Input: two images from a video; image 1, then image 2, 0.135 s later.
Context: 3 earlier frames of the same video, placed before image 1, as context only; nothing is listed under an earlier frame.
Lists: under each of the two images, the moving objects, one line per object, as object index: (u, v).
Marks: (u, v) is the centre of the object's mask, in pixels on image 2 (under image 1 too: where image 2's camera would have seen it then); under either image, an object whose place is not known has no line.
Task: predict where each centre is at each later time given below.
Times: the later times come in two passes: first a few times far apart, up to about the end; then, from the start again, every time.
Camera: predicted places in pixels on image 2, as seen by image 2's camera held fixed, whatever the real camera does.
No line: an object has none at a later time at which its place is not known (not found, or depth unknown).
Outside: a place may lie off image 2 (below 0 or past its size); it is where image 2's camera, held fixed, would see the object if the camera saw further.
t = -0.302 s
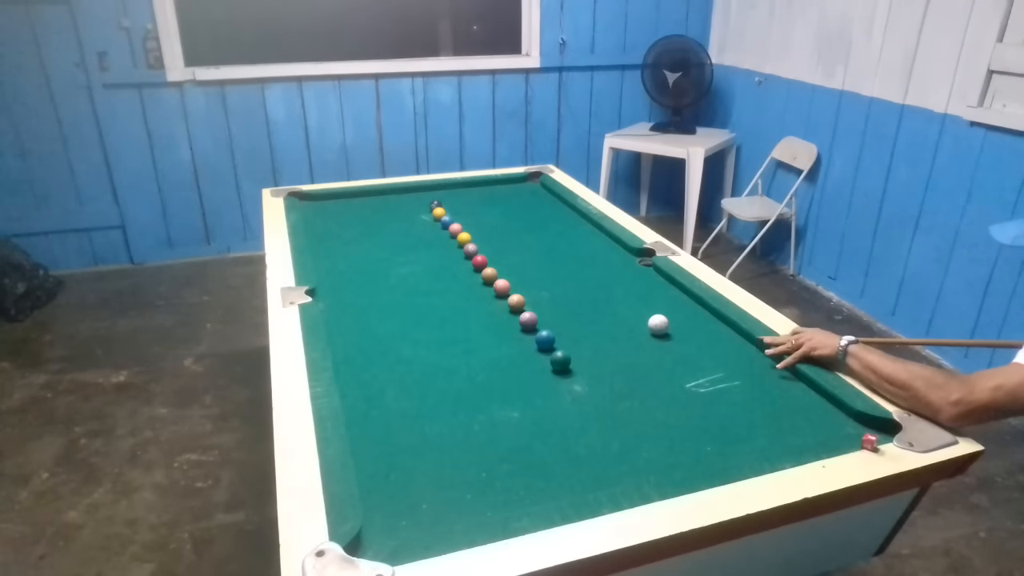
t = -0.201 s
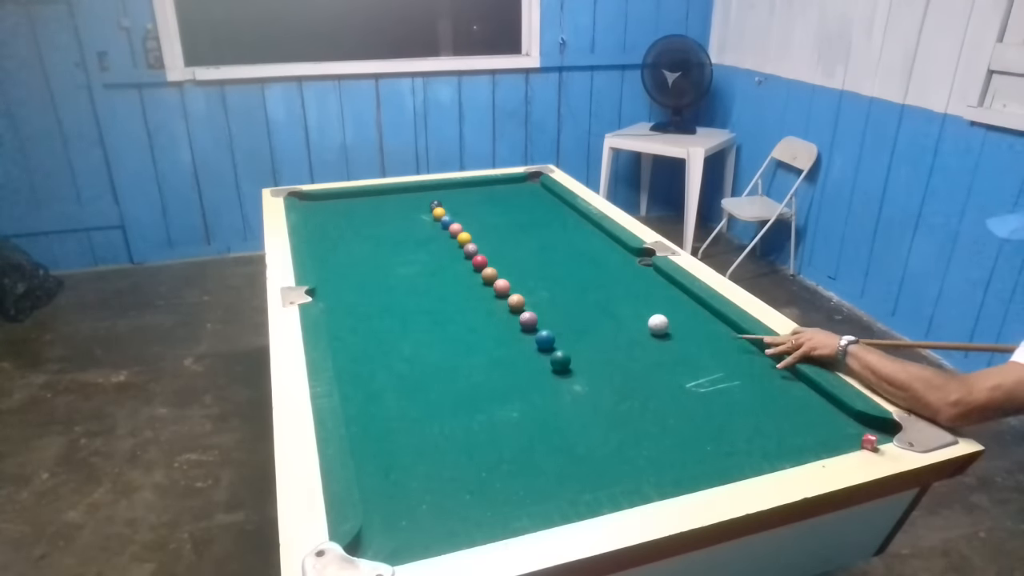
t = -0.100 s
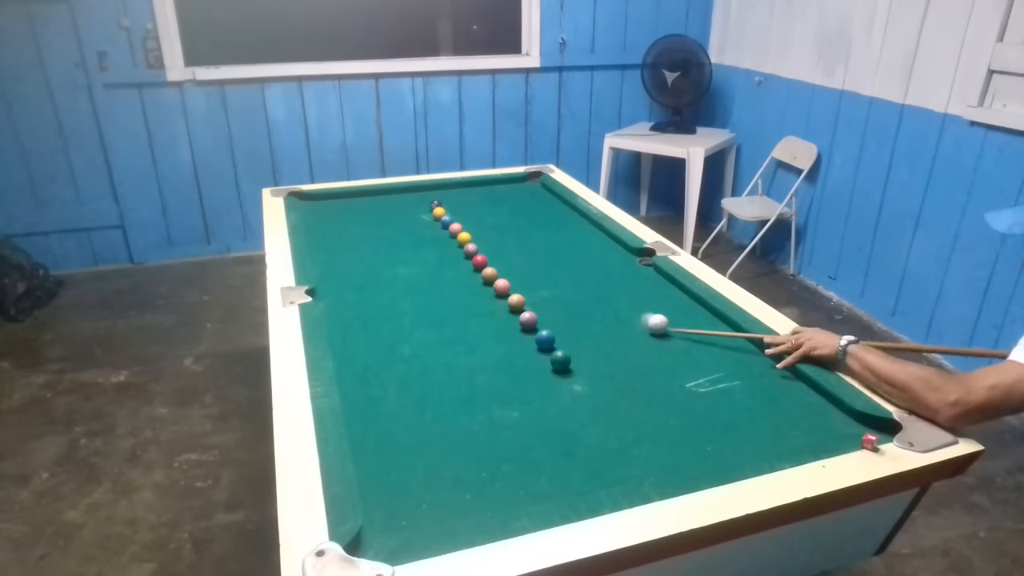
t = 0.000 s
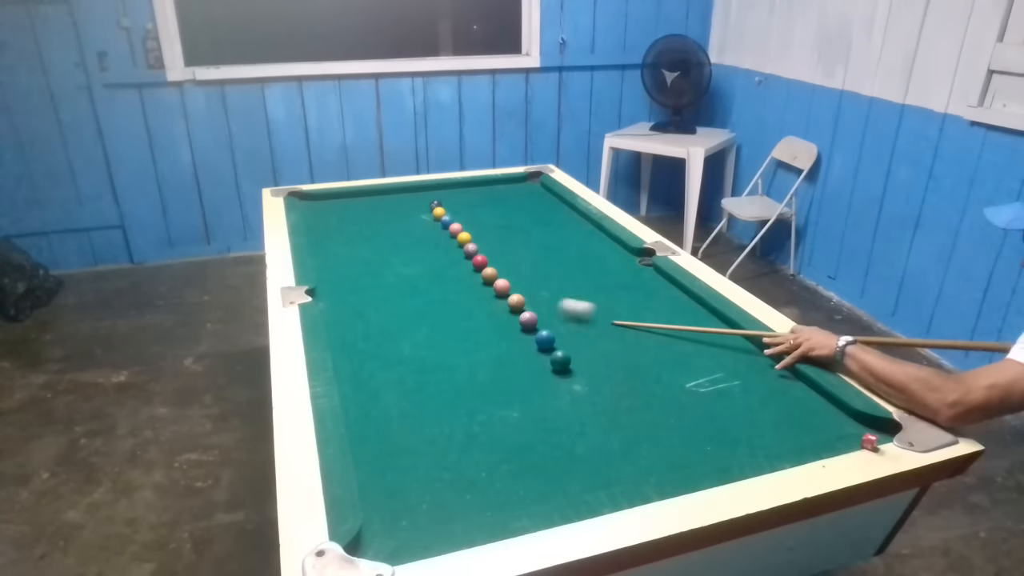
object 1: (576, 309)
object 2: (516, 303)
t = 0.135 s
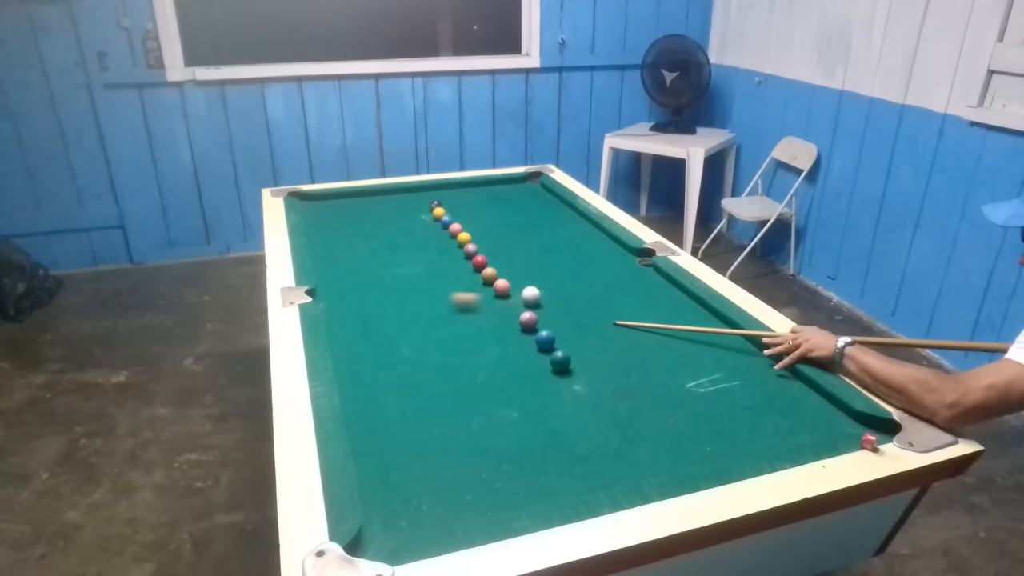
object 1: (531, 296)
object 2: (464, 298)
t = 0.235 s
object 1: (530, 291)
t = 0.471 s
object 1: (531, 279)
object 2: (312, 298)
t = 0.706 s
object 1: (532, 271)
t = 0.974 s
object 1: (533, 262)
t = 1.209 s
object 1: (534, 256)
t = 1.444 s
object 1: (534, 251)
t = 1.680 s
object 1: (535, 247)
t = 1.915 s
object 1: (535, 244)
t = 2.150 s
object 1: (536, 241)
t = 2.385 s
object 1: (536, 240)
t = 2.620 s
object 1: (537, 240)
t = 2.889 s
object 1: (537, 240)
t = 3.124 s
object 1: (537, 240)
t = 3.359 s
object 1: (537, 240)
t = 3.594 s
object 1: (537, 240)
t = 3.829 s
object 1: (536, 240)
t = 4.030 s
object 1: (536, 240)
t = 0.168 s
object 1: (530, 294)
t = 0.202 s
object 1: (530, 293)
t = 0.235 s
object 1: (530, 291)
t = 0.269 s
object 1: (530, 289)
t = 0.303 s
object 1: (531, 287)
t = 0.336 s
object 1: (531, 286)
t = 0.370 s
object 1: (531, 284)
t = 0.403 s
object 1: (531, 282)
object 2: (321, 295)
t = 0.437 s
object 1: (531, 281)
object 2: (314, 296)
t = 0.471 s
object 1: (531, 279)
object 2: (312, 298)
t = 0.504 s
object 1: (531, 279)
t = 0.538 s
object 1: (531, 277)
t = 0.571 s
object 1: (531, 275)
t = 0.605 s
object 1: (531, 274)
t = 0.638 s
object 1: (532, 273)
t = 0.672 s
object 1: (531, 272)
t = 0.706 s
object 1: (532, 271)
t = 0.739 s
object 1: (532, 269)
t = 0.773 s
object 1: (532, 268)
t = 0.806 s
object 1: (532, 267)
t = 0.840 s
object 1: (532, 266)
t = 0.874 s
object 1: (532, 265)
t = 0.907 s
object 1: (533, 264)
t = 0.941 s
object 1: (533, 263)
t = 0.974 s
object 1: (533, 262)
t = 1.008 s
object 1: (533, 261)
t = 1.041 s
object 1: (533, 260)
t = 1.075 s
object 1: (533, 259)
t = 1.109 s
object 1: (533, 258)
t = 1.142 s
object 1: (533, 257)
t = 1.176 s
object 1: (534, 257)
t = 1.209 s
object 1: (534, 256)
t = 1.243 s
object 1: (534, 255)
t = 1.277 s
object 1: (534, 254)
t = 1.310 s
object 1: (534, 253)
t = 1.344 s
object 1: (534, 253)
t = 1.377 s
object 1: (534, 252)
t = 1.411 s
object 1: (534, 251)
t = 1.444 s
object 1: (534, 251)
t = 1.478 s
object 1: (534, 250)
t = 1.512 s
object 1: (534, 250)
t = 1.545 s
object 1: (534, 249)
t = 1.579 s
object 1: (534, 248)
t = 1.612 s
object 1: (535, 248)
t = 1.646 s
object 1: (535, 247)
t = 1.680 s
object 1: (535, 247)
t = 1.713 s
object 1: (535, 246)
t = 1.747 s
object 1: (535, 246)
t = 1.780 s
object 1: (535, 245)
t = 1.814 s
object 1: (535, 245)
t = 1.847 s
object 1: (535, 244)
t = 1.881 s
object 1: (535, 244)
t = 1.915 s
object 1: (535, 244)
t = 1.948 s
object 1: (535, 243)
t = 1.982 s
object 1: (535, 243)
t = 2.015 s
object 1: (535, 243)
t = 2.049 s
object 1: (535, 242)
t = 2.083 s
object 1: (536, 242)
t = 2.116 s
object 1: (536, 242)
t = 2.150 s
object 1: (536, 241)
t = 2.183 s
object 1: (536, 241)
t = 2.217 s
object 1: (536, 241)
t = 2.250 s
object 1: (536, 241)
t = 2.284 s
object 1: (536, 241)
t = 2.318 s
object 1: (536, 241)
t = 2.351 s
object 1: (536, 240)
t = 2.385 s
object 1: (536, 240)
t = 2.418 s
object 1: (536, 240)
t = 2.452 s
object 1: (536, 240)
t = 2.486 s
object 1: (536, 240)
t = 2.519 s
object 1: (537, 240)
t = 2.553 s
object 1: (537, 240)
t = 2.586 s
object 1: (537, 240)
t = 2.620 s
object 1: (537, 240)
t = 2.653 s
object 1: (537, 240)
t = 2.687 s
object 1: (537, 240)
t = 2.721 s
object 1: (537, 240)
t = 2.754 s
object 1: (537, 240)
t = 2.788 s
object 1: (537, 240)
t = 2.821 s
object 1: (537, 240)
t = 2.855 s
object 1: (537, 240)
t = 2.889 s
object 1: (537, 240)
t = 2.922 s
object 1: (537, 240)
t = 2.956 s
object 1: (537, 240)
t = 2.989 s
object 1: (537, 240)
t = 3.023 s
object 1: (537, 240)
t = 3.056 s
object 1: (537, 240)
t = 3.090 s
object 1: (537, 240)
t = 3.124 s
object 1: (537, 240)
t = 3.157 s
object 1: (537, 240)
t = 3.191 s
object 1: (537, 240)
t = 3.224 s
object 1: (537, 240)
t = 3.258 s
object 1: (537, 240)
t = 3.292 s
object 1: (537, 240)
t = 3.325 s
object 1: (537, 240)
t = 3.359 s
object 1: (537, 240)
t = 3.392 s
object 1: (536, 240)
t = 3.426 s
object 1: (537, 240)
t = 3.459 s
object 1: (536, 240)
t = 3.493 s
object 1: (536, 240)
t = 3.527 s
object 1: (537, 240)
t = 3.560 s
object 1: (537, 240)
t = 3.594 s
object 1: (537, 240)
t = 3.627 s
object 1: (536, 240)
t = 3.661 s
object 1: (536, 240)
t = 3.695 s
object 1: (536, 240)
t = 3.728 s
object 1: (536, 240)
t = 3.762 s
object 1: (536, 240)
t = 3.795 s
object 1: (536, 240)
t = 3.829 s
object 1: (536, 240)
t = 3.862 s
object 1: (536, 240)
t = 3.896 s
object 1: (536, 240)
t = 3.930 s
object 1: (536, 240)
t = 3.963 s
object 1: (536, 240)
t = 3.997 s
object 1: (536, 240)
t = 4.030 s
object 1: (536, 240)
